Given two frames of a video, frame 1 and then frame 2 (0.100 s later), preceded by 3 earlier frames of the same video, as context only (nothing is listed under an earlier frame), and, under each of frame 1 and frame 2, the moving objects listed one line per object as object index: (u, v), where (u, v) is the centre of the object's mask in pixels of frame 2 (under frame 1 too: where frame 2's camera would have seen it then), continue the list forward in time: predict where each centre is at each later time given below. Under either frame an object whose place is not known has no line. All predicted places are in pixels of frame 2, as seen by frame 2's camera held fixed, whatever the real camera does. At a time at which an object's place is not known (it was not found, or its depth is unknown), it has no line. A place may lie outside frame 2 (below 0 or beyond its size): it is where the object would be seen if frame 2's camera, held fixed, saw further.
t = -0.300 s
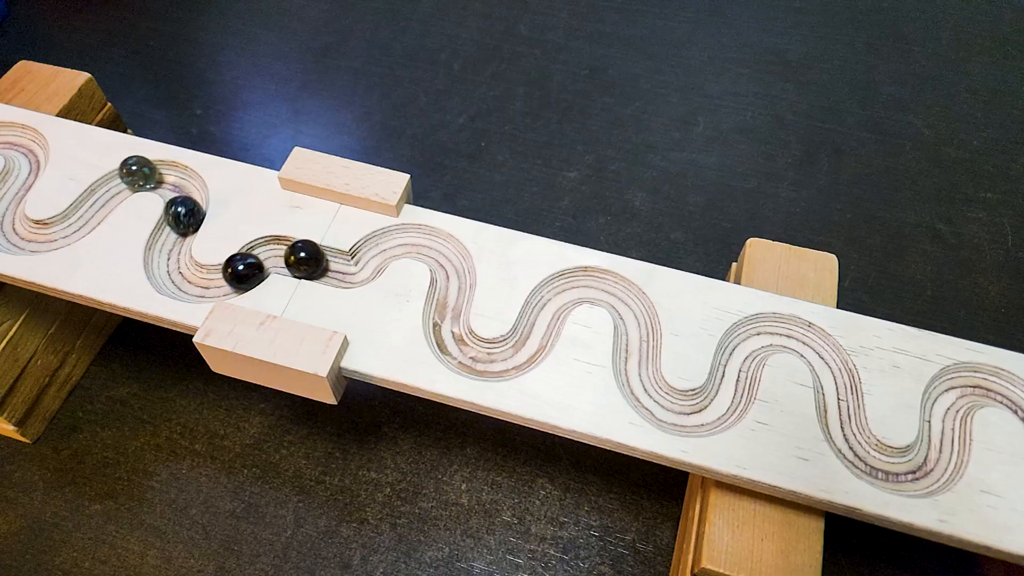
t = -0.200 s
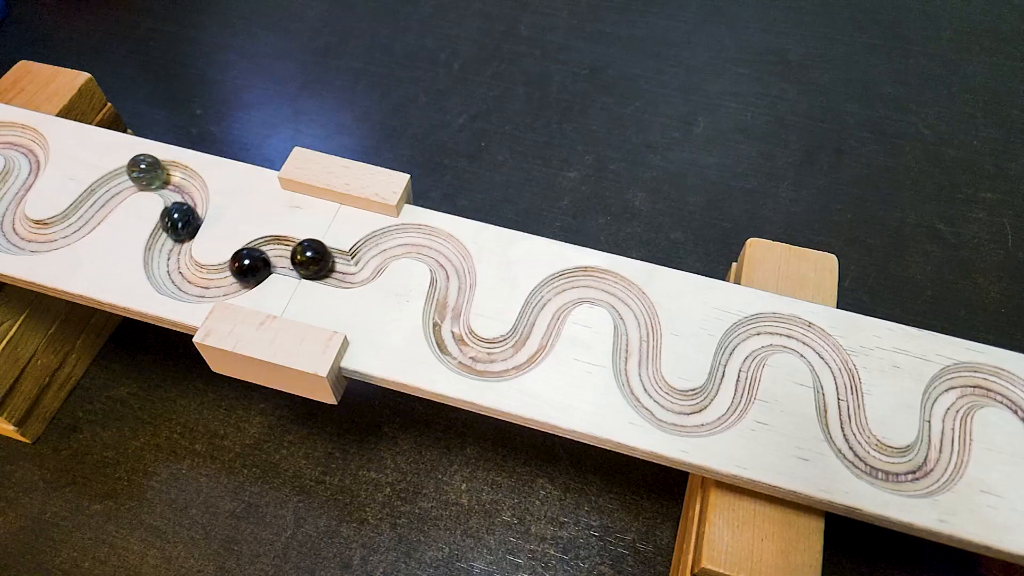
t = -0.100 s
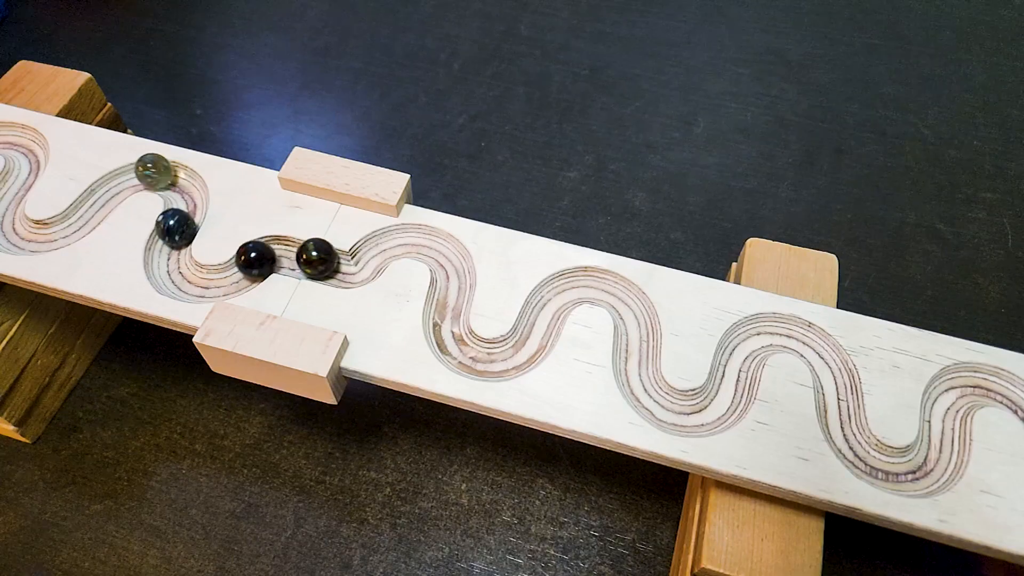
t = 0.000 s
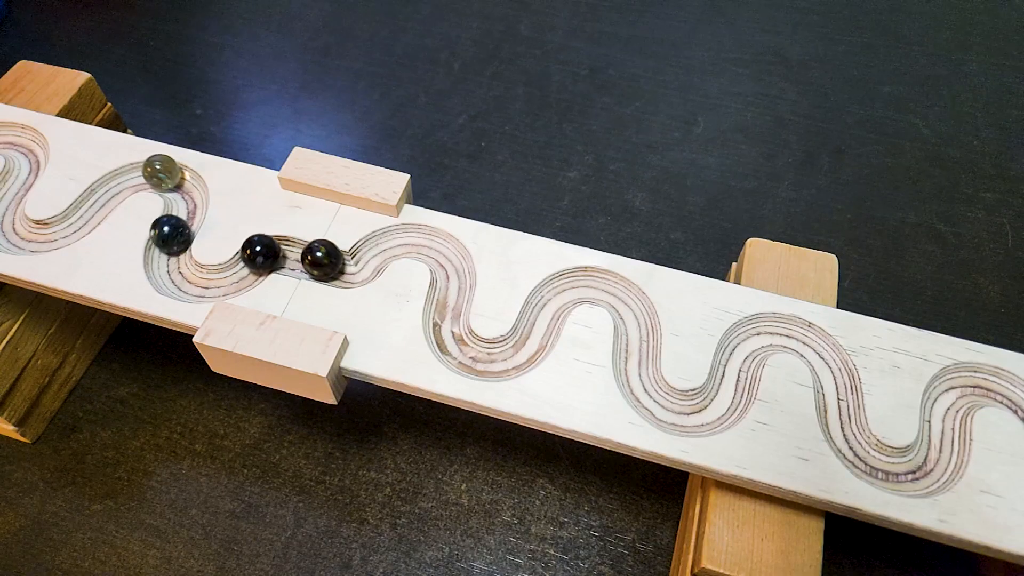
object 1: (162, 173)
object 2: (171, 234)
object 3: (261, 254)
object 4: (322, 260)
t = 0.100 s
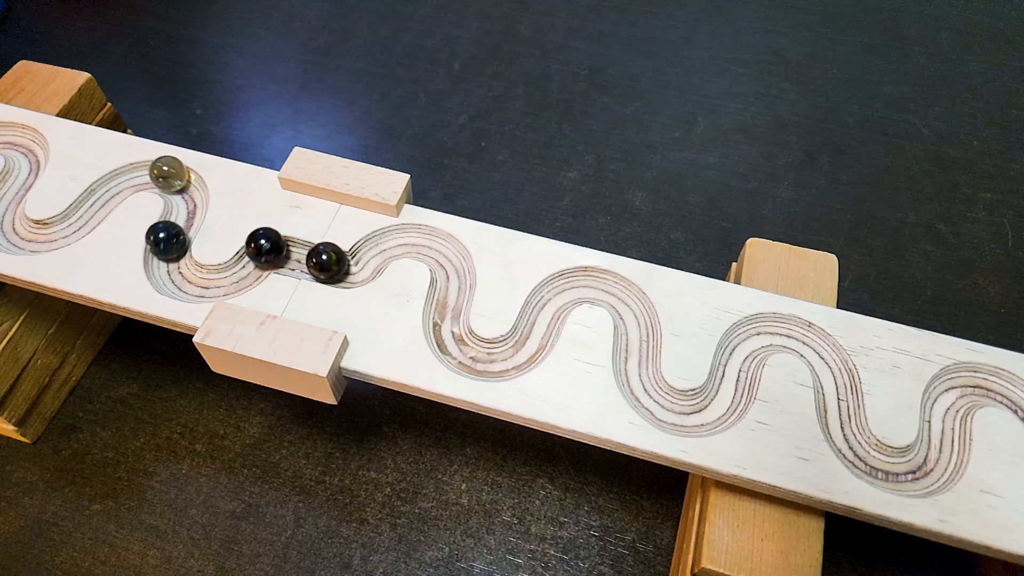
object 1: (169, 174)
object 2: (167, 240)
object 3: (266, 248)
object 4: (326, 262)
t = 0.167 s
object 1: (173, 176)
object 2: (165, 245)
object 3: (269, 245)
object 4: (330, 265)
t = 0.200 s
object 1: (176, 177)
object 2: (164, 247)
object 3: (270, 244)
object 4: (332, 266)
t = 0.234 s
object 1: (177, 179)
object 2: (164, 249)
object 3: (271, 242)
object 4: (333, 266)
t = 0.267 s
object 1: (178, 179)
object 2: (164, 251)
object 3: (273, 242)
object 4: (335, 267)
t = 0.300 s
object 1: (180, 181)
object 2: (163, 253)
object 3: (275, 243)
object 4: (336, 267)
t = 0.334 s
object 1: (182, 182)
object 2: (163, 255)
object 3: (277, 244)
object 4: (338, 268)
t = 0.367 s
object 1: (183, 184)
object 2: (164, 257)
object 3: (279, 245)
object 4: (340, 268)
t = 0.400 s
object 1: (185, 186)
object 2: (164, 260)
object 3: (280, 245)
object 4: (342, 268)
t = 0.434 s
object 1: (186, 187)
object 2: (165, 262)
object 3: (282, 246)
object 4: (344, 268)
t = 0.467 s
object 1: (187, 189)
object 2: (166, 264)
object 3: (284, 248)
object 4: (346, 269)
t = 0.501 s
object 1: (187, 191)
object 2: (167, 265)
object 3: (285, 250)
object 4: (348, 269)
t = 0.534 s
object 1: (188, 193)
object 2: (168, 267)
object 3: (287, 252)
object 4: (351, 268)
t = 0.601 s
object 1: (188, 196)
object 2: (172, 271)
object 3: (289, 255)
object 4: (355, 268)
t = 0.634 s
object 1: (189, 198)
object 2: (174, 273)
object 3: (290, 257)
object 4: (357, 267)
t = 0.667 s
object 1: (188, 200)
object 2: (176, 275)
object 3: (291, 257)
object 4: (359, 266)
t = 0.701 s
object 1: (188, 203)
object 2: (178, 276)
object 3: (293, 258)
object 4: (361, 266)
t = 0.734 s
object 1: (187, 205)
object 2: (181, 277)
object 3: (294, 258)
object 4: (362, 264)
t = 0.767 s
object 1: (186, 207)
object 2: (183, 279)
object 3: (295, 258)
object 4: (364, 263)
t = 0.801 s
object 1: (186, 209)
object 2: (185, 280)
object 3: (297, 258)
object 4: (365, 262)
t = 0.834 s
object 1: (185, 211)
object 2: (187, 281)
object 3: (299, 259)
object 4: (366, 261)
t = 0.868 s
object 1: (183, 214)
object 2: (190, 282)
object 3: (301, 259)
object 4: (367, 259)
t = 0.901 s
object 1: (182, 216)
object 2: (193, 283)
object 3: (303, 260)
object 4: (368, 259)
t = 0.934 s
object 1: (181, 218)
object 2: (195, 283)
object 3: (305, 260)
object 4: (368, 258)
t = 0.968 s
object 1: (180, 221)
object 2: (198, 284)
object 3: (307, 260)
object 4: (369, 256)
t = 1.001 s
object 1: (178, 223)
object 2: (201, 284)
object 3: (309, 259)
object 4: (369, 254)
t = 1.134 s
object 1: (172, 233)
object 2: (213, 283)
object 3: (317, 259)
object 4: (371, 248)
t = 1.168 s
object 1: (171, 235)
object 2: (217, 283)
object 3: (319, 260)
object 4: (372, 247)
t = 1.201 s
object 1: (170, 238)
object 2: (219, 282)
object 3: (321, 260)
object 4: (373, 246)
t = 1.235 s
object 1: (169, 240)
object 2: (223, 281)
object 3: (323, 261)
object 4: (375, 245)
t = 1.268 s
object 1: (167, 242)
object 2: (226, 280)
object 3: (325, 261)
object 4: (376, 244)
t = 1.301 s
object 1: (166, 244)
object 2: (229, 279)
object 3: (327, 262)
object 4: (378, 244)
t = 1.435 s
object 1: (163, 253)
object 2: (240, 274)
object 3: (334, 266)
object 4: (384, 243)
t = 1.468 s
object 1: (163, 255)
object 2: (242, 272)
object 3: (336, 267)
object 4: (386, 242)
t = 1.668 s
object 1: (169, 268)
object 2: (255, 262)
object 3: (347, 269)
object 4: (397, 239)
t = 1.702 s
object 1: (170, 270)
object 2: (257, 260)
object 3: (350, 269)
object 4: (399, 238)
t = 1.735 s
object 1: (171, 271)
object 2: (258, 258)
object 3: (352, 269)
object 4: (401, 237)
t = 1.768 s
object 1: (173, 273)
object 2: (260, 257)
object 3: (354, 269)
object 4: (403, 237)
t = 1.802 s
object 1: (175, 274)
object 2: (262, 255)
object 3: (356, 268)
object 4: (404, 236)
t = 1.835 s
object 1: (177, 277)
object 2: (264, 253)
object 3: (358, 267)
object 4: (406, 236)
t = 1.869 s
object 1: (179, 278)
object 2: (265, 251)
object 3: (360, 266)
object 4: (408, 236)
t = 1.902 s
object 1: (182, 280)
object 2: (266, 249)
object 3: (362, 265)
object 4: (409, 236)
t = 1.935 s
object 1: (184, 281)
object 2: (266, 246)
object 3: (364, 263)
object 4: (411, 237)
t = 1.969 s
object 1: (186, 282)
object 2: (268, 244)
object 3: (365, 262)
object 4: (413, 237)
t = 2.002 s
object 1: (189, 282)
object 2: (268, 243)
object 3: (366, 260)
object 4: (415, 237)
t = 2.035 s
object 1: (191, 283)
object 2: (270, 243)
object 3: (367, 259)
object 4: (417, 238)
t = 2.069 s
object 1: (193, 284)
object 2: (271, 242)
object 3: (368, 258)
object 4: (418, 238)
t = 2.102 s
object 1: (196, 284)
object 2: (272, 242)
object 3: (369, 256)
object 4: (421, 239)
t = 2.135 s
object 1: (199, 284)
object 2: (274, 242)
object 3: (370, 255)
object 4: (423, 240)
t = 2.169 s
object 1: (202, 284)
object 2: (276, 243)
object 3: (370, 254)
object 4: (425, 240)
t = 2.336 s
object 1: (219, 282)
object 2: (284, 252)
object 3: (374, 246)
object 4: (435, 244)
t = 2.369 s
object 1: (222, 281)
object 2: (285, 253)
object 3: (375, 245)
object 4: (437, 244)
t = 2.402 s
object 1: (226, 280)
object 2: (286, 255)
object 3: (376, 244)
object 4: (439, 245)
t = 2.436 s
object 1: (229, 279)
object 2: (287, 255)
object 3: (378, 243)
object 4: (440, 246)
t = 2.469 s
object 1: (232, 278)
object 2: (288, 256)
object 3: (379, 243)
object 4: (442, 247)
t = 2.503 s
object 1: (234, 276)
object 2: (290, 257)
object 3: (381, 243)
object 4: (443, 248)
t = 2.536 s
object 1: (237, 275)
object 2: (291, 258)
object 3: (383, 243)
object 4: (444, 250)
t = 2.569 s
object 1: (240, 273)
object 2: (293, 258)
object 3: (385, 242)
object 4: (445, 252)
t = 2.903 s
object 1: (262, 255)
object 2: (311, 259)
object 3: (404, 238)
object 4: (454, 268)
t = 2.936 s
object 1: (265, 253)
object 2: (313, 259)
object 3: (406, 238)
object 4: (455, 270)
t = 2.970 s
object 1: (266, 250)
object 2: (315, 259)
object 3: (408, 237)
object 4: (455, 272)
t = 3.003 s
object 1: (267, 248)
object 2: (317, 259)
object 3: (410, 237)
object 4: (455, 274)
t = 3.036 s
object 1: (268, 246)
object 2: (319, 260)
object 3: (412, 237)
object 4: (455, 275)
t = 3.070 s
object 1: (270, 245)
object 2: (320, 260)
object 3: (414, 236)
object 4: (455, 277)
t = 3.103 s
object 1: (272, 244)
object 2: (322, 261)
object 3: (416, 237)
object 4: (455, 279)
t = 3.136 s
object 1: (273, 244)
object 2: (324, 262)
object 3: (418, 238)
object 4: (454, 281)
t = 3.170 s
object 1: (274, 242)
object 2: (326, 262)
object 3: (419, 238)
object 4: (454, 283)
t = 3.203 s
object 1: (276, 242)
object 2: (328, 263)
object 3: (421, 239)
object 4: (453, 285)
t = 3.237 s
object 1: (277, 242)
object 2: (329, 264)
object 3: (423, 240)
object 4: (452, 287)
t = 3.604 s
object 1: (292, 257)
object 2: (350, 270)
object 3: (444, 249)
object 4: (447, 308)
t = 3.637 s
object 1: (294, 258)
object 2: (351, 269)
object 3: (445, 250)
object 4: (447, 310)
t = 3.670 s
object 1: (295, 258)
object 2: (354, 269)
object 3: (447, 251)
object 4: (447, 312)
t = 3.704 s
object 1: (296, 259)
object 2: (356, 269)
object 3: (448, 252)
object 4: (446, 314)
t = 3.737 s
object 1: (298, 259)
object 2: (358, 268)
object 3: (449, 254)
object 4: (446, 317)
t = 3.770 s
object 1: (300, 260)
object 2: (360, 267)
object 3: (450, 255)
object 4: (446, 319)
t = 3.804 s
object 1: (302, 260)
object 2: (361, 266)
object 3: (451, 257)
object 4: (446, 321)
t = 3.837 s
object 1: (304, 260)
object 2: (363, 265)
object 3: (451, 258)
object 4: (445, 323)
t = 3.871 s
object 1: (306, 260)
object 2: (364, 264)
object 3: (452, 260)
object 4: (445, 326)
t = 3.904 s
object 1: (308, 260)
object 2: (366, 263)
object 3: (452, 262)
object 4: (446, 327)
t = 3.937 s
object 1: (310, 260)
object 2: (367, 261)
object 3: (452, 264)
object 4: (446, 329)
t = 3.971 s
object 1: (312, 260)
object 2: (368, 260)
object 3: (452, 266)
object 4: (446, 331)
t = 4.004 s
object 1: (314, 259)
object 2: (368, 259)
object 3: (453, 268)
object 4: (447, 333)
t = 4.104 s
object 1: (319, 259)
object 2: (370, 255)
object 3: (453, 273)
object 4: (450, 338)
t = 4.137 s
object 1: (321, 259)
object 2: (371, 254)
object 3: (454, 275)
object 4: (452, 340)
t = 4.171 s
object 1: (323, 260)
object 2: (372, 253)
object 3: (454, 277)
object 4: (454, 342)
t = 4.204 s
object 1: (324, 260)
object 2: (372, 251)
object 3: (455, 279)
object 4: (455, 344)
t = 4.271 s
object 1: (328, 263)
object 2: (374, 247)
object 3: (454, 282)
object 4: (459, 347)
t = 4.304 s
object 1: (330, 263)
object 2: (374, 246)
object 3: (454, 284)
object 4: (460, 349)
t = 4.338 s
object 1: (331, 264)
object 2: (375, 245)
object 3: (454, 286)
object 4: (462, 350)
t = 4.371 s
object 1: (333, 265)
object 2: (377, 244)
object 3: (453, 288)
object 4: (464, 352)
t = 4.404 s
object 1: (335, 266)
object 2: (378, 244)
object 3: (453, 290)
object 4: (466, 353)
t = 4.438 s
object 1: (336, 267)
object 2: (380, 243)
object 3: (452, 292)
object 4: (468, 354)
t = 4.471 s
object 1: (338, 267)
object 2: (381, 242)
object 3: (451, 294)
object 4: (470, 355)
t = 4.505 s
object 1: (340, 269)
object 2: (382, 242)
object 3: (450, 296)
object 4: (473, 356)
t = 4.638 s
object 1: (348, 270)
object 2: (390, 242)
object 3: (446, 303)
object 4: (483, 358)
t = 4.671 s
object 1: (350, 270)
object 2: (392, 242)
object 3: (445, 305)
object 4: (486, 358)
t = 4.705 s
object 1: (351, 270)
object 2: (394, 242)
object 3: (445, 307)
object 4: (488, 359)
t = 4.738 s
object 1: (353, 269)
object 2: (396, 241)
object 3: (445, 308)
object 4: (491, 359)
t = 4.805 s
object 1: (357, 268)
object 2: (400, 240)
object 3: (445, 312)
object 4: (497, 358)
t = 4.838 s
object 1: (359, 268)
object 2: (402, 240)
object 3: (445, 314)
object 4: (500, 358)
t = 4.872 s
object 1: (361, 267)
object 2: (404, 240)
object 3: (445, 316)
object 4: (503, 358)
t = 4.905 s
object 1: (362, 266)
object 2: (406, 239)
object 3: (445, 318)
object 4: (506, 357)
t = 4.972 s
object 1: (365, 263)
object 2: (410, 238)
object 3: (446, 323)
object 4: (511, 356)
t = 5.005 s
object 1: (366, 262)
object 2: (412, 238)
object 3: (446, 325)
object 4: (513, 355)
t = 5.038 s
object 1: (367, 261)
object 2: (414, 237)
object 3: (446, 327)
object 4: (516, 354)
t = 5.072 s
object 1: (368, 260)
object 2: (416, 237)
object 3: (446, 329)
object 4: (518, 352)
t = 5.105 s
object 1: (369, 258)
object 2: (418, 236)
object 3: (447, 331)
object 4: (520, 351)
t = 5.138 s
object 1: (370, 257)
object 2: (419, 236)
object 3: (448, 333)
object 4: (523, 350)
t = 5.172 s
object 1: (370, 256)
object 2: (421, 237)
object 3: (448, 335)
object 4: (525, 348)
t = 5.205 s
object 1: (371, 255)
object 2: (423, 237)
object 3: (449, 337)
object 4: (527, 346)
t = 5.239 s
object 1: (371, 253)
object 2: (425, 238)
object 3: (450, 339)
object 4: (529, 345)
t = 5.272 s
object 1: (372, 251)
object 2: (426, 238)
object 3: (451, 341)
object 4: (530, 343)
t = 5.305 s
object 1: (373, 250)
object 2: (428, 239)
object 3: (453, 342)
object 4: (532, 341)
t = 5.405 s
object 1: (375, 245)
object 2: (432, 243)
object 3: (457, 347)
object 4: (535, 335)
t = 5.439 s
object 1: (376, 244)
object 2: (434, 244)
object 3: (459, 348)
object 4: (536, 333)
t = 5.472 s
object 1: (378, 243)
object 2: (435, 245)
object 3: (461, 350)
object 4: (537, 330)
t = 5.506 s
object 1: (379, 243)
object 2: (437, 246)
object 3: (463, 351)
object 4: (538, 328)
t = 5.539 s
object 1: (380, 242)
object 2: (438, 248)
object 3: (465, 353)
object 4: (539, 326)
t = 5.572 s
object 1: (382, 242)
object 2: (440, 249)
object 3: (467, 353)
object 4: (540, 324)
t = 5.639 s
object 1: (386, 242)
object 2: (443, 251)
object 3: (471, 356)
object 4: (541, 319)
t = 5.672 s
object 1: (388, 242)
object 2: (445, 253)
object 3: (474, 357)
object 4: (542, 317)
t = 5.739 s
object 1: (391, 242)
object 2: (447, 255)
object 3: (479, 358)
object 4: (543, 312)
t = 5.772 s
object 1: (393, 242)
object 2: (449, 257)
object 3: (481, 359)
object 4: (544, 310)
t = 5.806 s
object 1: (395, 242)
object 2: (450, 258)
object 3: (484, 359)
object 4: (545, 308)
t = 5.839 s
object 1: (397, 241)
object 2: (452, 259)
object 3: (486, 359)
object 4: (546, 306)
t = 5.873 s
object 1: (398, 241)
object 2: (452, 261)
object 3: (489, 359)
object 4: (548, 304)
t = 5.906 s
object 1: (400, 240)
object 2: (453, 262)
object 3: (492, 359)
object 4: (549, 302)
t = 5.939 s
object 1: (402, 240)
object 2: (454, 263)
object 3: (495, 358)
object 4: (551, 300)
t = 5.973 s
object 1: (404, 239)
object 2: (454, 265)
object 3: (497, 358)
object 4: (552, 298)
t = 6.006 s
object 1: (406, 239)
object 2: (455, 267)
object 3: (500, 358)
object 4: (553, 296)
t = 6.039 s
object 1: (407, 238)
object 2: (455, 269)
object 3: (503, 358)
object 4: (555, 295)
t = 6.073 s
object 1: (409, 238)
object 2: (455, 270)
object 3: (506, 357)
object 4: (556, 293)
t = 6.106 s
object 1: (411, 237)
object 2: (454, 272)
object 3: (508, 357)
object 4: (558, 291)
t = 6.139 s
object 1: (413, 237)
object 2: (454, 274)
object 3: (511, 356)
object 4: (560, 290)
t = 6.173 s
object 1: (414, 237)
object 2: (454, 276)
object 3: (514, 355)
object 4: (562, 289)
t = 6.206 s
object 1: (416, 236)
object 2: (453, 278)
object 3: (516, 354)
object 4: (564, 288)
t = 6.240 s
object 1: (417, 236)
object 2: (453, 280)
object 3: (519, 353)
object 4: (566, 287)
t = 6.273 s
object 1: (419, 236)
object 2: (452, 282)
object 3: (521, 352)
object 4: (568, 286)
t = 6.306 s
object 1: (421, 237)
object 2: (452, 283)
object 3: (523, 350)
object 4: (570, 285)
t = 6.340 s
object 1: (422, 238)
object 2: (451, 285)
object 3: (525, 349)
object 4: (573, 284)
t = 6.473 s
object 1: (428, 242)
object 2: (451, 293)
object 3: (530, 343)
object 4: (583, 282)
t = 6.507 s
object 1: (429, 243)
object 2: (451, 294)
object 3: (532, 341)
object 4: (586, 281)
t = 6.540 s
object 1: (431, 244)
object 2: (450, 296)
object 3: (533, 339)
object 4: (589, 281)
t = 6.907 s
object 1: (449, 254)
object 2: (445, 318)
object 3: (544, 315)
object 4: (617, 290)
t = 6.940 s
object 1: (450, 256)
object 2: (445, 320)
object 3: (545, 314)
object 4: (620, 291)
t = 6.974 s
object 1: (451, 257)
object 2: (445, 322)
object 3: (546, 312)
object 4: (622, 293)
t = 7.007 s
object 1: (452, 258)
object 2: (444, 324)
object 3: (547, 310)
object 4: (624, 295)
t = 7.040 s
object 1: (452, 260)
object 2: (445, 325)
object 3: (548, 308)
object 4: (626, 297)
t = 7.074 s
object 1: (453, 262)
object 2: (445, 327)
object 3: (548, 306)
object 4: (628, 299)
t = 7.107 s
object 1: (453, 263)
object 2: (446, 329)
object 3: (549, 304)
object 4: (629, 301)
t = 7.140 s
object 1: (453, 265)
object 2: (446, 330)
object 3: (549, 302)
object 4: (630, 303)
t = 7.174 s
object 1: (454, 267)
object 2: (447, 333)
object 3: (550, 300)
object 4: (632, 305)
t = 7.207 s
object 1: (454, 269)
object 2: (448, 334)
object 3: (551, 298)
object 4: (633, 307)
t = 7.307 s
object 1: (454, 274)
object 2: (452, 340)
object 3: (555, 293)
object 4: (636, 315)
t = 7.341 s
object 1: (454, 276)
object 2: (454, 341)
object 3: (556, 291)
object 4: (637, 317)
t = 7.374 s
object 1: (454, 278)
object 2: (455, 343)
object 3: (558, 290)
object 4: (638, 320)
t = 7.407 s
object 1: (454, 280)
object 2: (457, 344)
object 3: (559, 289)
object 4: (638, 322)
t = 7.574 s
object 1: (452, 289)
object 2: (464, 353)
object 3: (569, 286)
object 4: (639, 335)
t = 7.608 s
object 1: (451, 291)
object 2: (465, 354)
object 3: (571, 285)
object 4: (639, 338)
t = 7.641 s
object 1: (451, 293)
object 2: (467, 355)
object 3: (574, 285)
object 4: (638, 340)
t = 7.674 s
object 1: (450, 294)
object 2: (469, 356)
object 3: (576, 284)
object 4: (638, 343)
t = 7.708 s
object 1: (449, 296)
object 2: (470, 357)
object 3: (579, 284)
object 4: (637, 345)
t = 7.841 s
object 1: (447, 304)
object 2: (479, 359)
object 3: (589, 282)
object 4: (635, 356)
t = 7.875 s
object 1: (447, 305)
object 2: (481, 360)
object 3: (591, 281)
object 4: (635, 358)
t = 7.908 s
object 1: (447, 307)
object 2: (484, 360)
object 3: (594, 281)
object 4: (635, 360)
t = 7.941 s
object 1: (447, 309)
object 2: (486, 360)
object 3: (596, 281)
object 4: (635, 363)
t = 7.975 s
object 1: (446, 311)
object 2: (488, 360)
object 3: (598, 282)
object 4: (636, 366)
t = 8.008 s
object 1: (446, 313)
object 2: (491, 359)
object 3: (600, 282)
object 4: (636, 368)
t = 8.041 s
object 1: (446, 315)
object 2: (493, 359)
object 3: (602, 283)
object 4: (637, 371)
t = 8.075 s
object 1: (446, 318)
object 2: (496, 359)
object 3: (604, 285)
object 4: (638, 374)
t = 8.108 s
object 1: (446, 320)
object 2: (499, 358)
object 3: (606, 286)
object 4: (639, 376)
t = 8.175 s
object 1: (445, 324)
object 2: (504, 357)
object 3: (610, 289)
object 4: (641, 382)
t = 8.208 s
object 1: (445, 325)
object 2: (507, 356)
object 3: (612, 290)
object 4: (642, 385)
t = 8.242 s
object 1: (445, 327)
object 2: (509, 356)
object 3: (614, 291)
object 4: (644, 387)
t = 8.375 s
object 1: (448, 335)
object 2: (519, 353)
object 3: (623, 297)
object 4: (651, 396)
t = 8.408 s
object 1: (449, 337)
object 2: (521, 352)
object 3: (625, 298)
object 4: (653, 398)
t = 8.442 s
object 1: (450, 339)
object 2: (523, 351)
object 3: (627, 300)
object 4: (656, 401)
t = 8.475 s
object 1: (451, 341)
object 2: (526, 349)
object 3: (629, 301)
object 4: (658, 402)
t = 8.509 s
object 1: (453, 342)
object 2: (527, 347)
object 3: (631, 303)
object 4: (661, 404)
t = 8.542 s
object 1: (454, 344)
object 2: (529, 346)
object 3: (633, 304)
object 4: (663, 406)
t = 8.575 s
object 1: (456, 346)
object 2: (530, 345)
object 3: (634, 306)
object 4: (666, 407)
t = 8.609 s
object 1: (457, 348)
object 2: (531, 343)
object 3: (635, 308)
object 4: (669, 409)
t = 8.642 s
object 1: (459, 349)
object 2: (532, 341)
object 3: (636, 310)
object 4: (672, 410)
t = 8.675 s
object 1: (460, 350)
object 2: (534, 339)
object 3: (637, 312)
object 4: (675, 411)
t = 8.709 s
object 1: (462, 352)
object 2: (534, 338)
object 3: (637, 314)
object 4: (678, 411)
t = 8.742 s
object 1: (464, 353)
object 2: (535, 336)
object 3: (638, 316)
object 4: (682, 412)
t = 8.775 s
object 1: (466, 354)
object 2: (536, 333)
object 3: (638, 319)
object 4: (685, 412)
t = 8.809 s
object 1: (468, 355)
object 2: (536, 332)
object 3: (638, 321)
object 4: (688, 413)
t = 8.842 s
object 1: (471, 356)
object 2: (537, 329)
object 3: (638, 323)
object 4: (691, 413)
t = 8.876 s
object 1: (473, 357)
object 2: (538, 327)
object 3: (638, 326)
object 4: (695, 414)
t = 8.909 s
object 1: (475, 357)
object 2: (538, 325)
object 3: (638, 328)
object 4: (698, 413)
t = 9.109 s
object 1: (490, 360)
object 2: (543, 313)
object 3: (638, 342)
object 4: (716, 409)
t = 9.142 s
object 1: (493, 360)
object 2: (544, 311)
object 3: (638, 344)
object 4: (719, 408)
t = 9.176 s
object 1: (495, 360)
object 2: (545, 310)
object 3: (638, 347)
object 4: (721, 406)
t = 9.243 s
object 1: (500, 360)
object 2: (548, 306)
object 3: (637, 352)
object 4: (724, 403)
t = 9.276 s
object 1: (503, 359)
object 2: (549, 305)
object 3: (637, 355)
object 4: (725, 401)
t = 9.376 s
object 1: (511, 357)
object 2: (553, 299)
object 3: (637, 363)
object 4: (729, 394)
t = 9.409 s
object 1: (513, 357)
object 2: (554, 297)
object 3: (636, 365)
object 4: (730, 391)
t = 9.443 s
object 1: (515, 355)
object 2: (555, 296)
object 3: (636, 368)
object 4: (732, 388)
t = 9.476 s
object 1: (517, 354)
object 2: (557, 294)
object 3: (636, 370)
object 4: (733, 386)
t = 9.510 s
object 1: (520, 353)
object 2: (558, 292)
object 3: (636, 372)
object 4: (734, 383)
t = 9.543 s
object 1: (522, 352)
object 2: (560, 292)
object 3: (637, 375)
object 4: (734, 380)
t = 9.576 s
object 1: (524, 350)
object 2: (561, 290)
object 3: (637, 376)
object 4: (735, 377)
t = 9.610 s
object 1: (525, 349)
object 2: (563, 289)
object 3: (638, 379)
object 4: (736, 375)
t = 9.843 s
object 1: (536, 336)
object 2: (578, 283)
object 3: (648, 393)
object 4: (740, 356)
